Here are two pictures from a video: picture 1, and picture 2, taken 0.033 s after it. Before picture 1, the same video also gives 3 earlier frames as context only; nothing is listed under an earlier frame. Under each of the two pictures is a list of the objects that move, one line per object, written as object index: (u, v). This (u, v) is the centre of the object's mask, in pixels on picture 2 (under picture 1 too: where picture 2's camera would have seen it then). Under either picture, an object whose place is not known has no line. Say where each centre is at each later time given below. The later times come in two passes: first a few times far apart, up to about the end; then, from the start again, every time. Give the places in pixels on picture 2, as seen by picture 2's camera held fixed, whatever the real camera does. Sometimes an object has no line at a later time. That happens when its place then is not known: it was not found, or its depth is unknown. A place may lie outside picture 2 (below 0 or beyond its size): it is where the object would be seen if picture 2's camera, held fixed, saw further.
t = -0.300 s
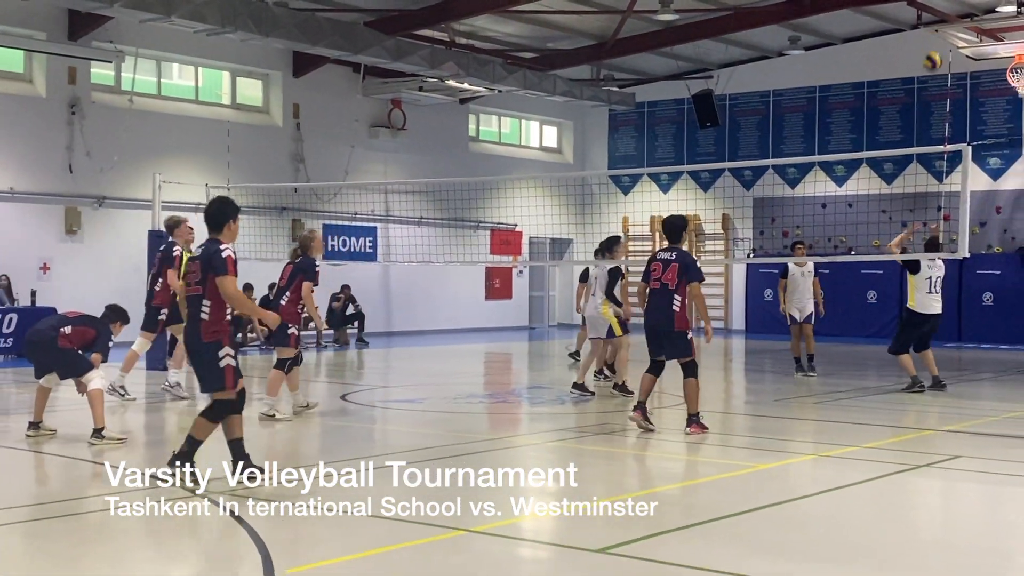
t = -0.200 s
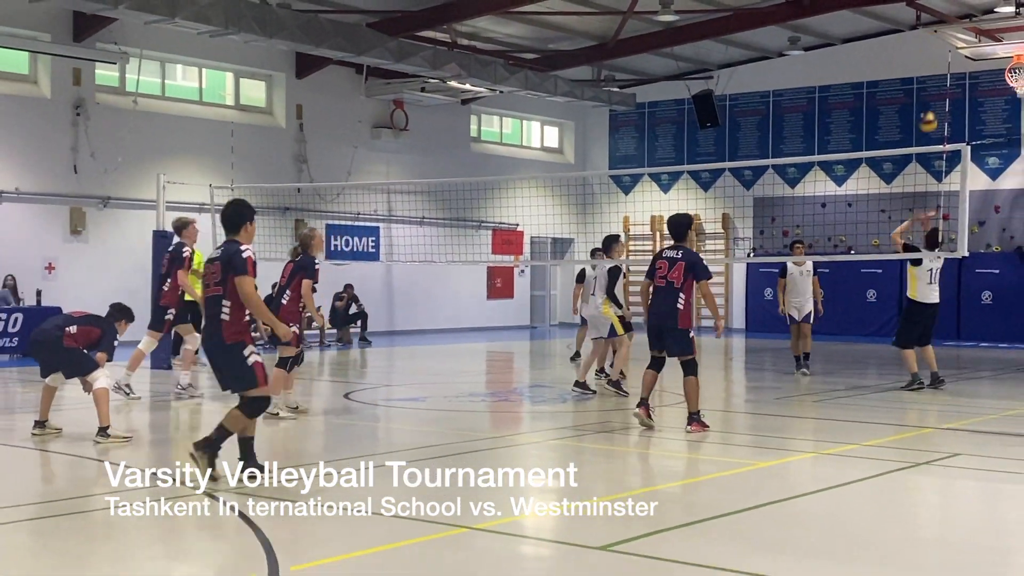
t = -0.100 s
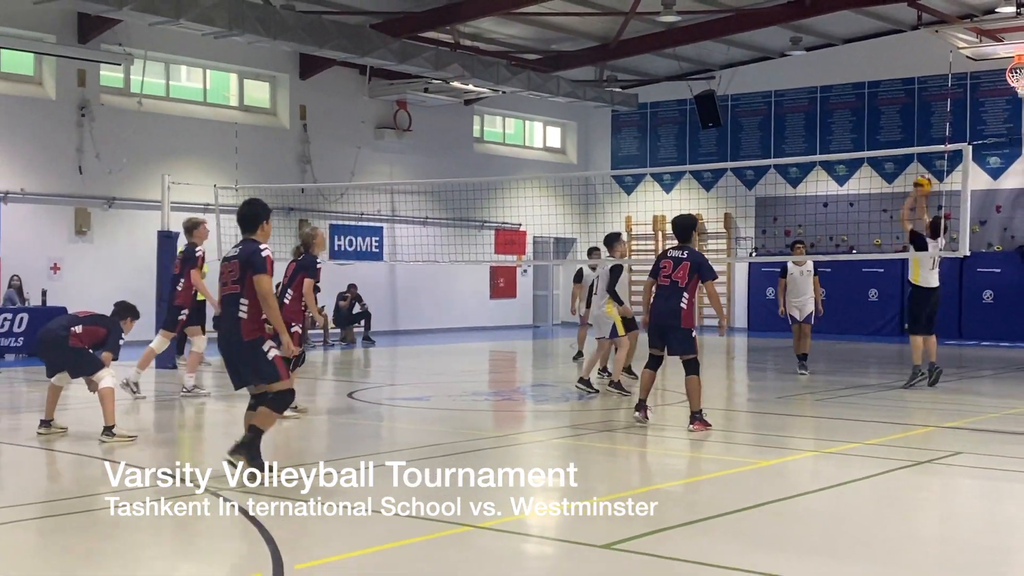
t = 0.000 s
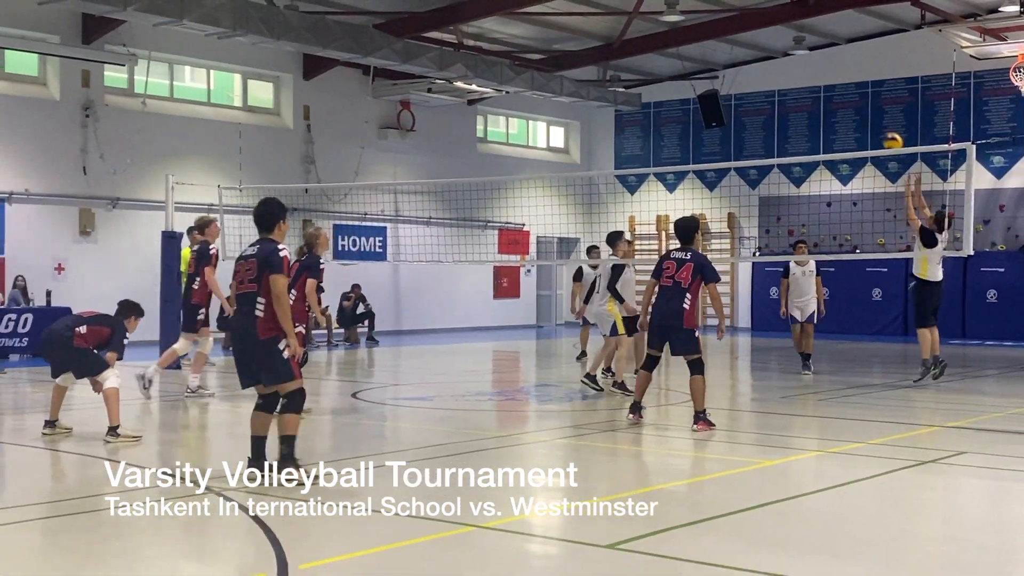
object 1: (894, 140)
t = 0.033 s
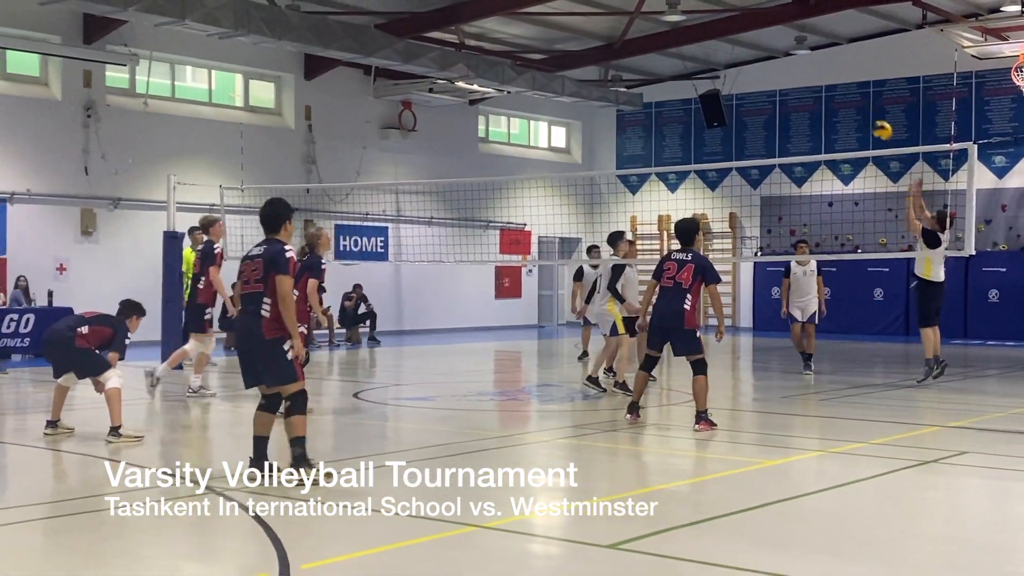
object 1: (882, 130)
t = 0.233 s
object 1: (816, 80)
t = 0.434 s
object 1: (751, 67)
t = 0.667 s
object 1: (682, 94)
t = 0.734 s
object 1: (664, 109)
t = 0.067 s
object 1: (871, 119)
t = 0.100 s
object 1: (860, 109)
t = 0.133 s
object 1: (848, 100)
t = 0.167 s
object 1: (838, 93)
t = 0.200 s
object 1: (827, 86)
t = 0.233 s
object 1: (816, 80)
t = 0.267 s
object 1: (805, 75)
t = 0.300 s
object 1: (794, 72)
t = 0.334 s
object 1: (782, 69)
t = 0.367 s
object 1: (772, 67)
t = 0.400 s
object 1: (762, 67)
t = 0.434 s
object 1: (751, 67)
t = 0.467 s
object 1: (741, 68)
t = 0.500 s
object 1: (732, 70)
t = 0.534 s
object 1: (721, 73)
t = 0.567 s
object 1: (711, 77)
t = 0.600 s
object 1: (701, 81)
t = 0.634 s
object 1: (691, 87)
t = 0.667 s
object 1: (682, 94)
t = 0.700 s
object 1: (673, 101)
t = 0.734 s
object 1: (664, 109)
